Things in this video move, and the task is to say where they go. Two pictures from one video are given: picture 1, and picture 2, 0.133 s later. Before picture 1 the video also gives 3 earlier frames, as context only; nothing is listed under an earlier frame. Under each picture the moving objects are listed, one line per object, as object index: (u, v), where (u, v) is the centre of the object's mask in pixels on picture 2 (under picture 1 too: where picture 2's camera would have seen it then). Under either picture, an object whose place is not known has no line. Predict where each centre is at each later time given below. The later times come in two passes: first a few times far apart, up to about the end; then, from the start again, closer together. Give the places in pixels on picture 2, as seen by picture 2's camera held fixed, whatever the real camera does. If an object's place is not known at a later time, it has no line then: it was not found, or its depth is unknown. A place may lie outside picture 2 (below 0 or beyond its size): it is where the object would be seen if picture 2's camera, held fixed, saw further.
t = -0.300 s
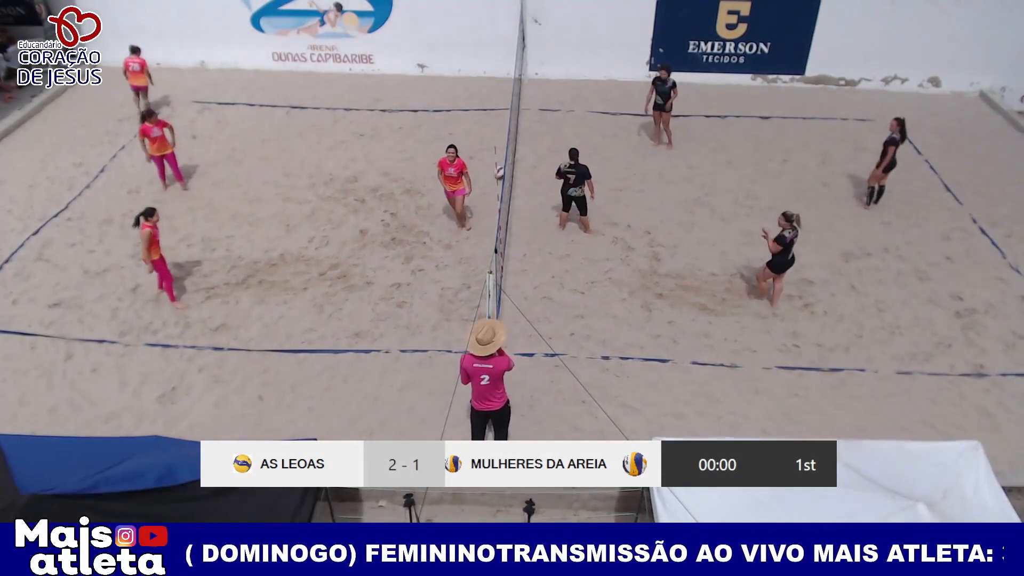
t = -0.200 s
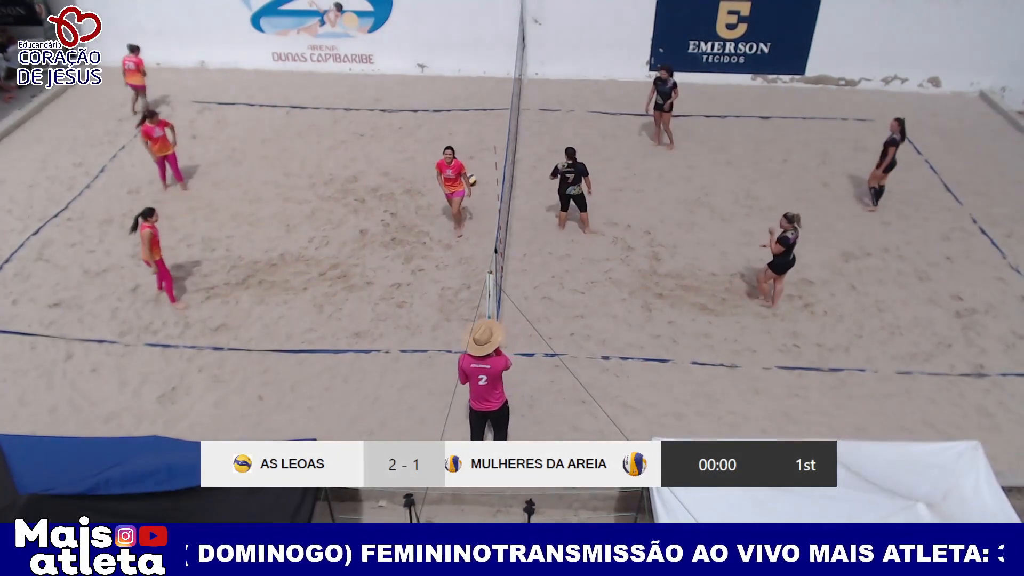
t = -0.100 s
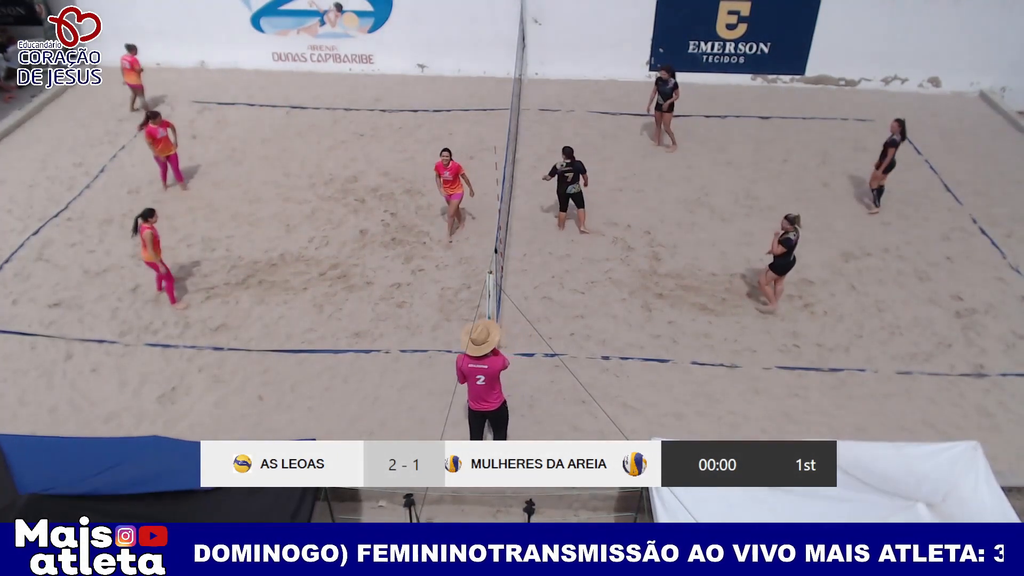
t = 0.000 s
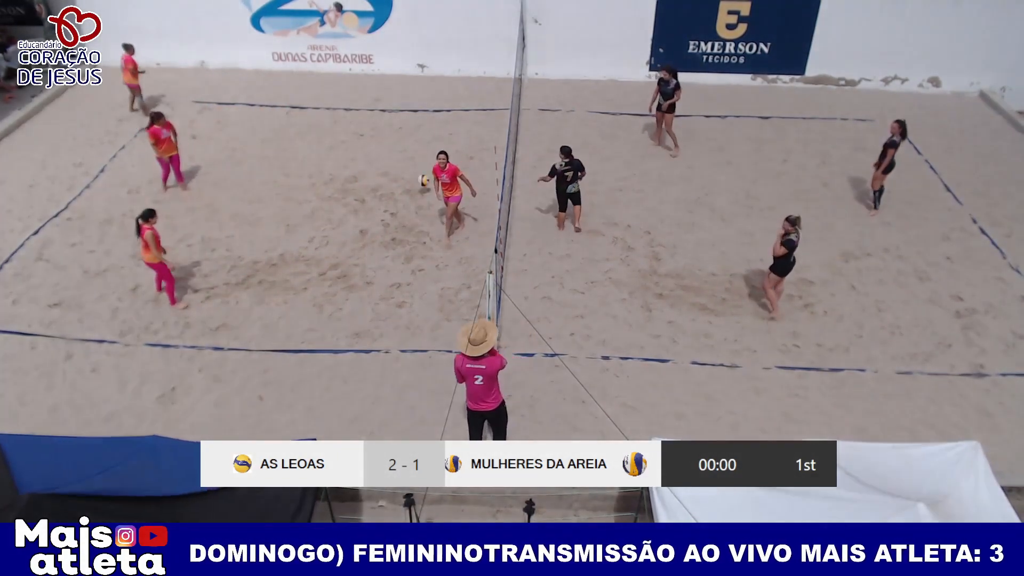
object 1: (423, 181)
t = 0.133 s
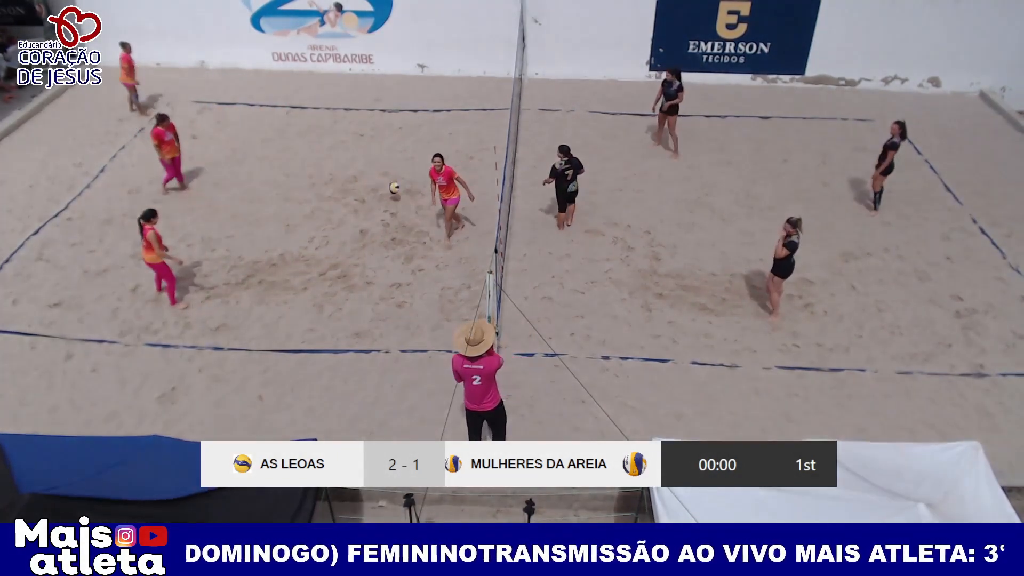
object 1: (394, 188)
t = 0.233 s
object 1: (372, 201)
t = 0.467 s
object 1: (323, 214)
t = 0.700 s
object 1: (278, 228)
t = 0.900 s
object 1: (244, 235)
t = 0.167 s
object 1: (386, 193)
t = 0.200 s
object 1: (379, 197)
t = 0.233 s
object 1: (372, 201)
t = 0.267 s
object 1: (365, 205)
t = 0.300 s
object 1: (357, 206)
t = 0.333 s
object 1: (350, 207)
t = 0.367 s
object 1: (343, 209)
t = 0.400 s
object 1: (337, 210)
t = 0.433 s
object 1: (330, 212)
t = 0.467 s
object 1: (323, 214)
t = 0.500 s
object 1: (317, 215)
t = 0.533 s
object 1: (309, 218)
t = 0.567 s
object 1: (303, 220)
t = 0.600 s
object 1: (297, 223)
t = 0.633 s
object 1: (290, 225)
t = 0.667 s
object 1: (284, 227)
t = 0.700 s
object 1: (278, 228)
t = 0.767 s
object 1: (266, 230)
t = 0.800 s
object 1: (261, 231)
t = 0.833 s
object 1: (255, 232)
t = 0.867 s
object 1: (251, 234)
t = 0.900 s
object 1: (244, 235)
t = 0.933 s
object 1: (239, 237)
